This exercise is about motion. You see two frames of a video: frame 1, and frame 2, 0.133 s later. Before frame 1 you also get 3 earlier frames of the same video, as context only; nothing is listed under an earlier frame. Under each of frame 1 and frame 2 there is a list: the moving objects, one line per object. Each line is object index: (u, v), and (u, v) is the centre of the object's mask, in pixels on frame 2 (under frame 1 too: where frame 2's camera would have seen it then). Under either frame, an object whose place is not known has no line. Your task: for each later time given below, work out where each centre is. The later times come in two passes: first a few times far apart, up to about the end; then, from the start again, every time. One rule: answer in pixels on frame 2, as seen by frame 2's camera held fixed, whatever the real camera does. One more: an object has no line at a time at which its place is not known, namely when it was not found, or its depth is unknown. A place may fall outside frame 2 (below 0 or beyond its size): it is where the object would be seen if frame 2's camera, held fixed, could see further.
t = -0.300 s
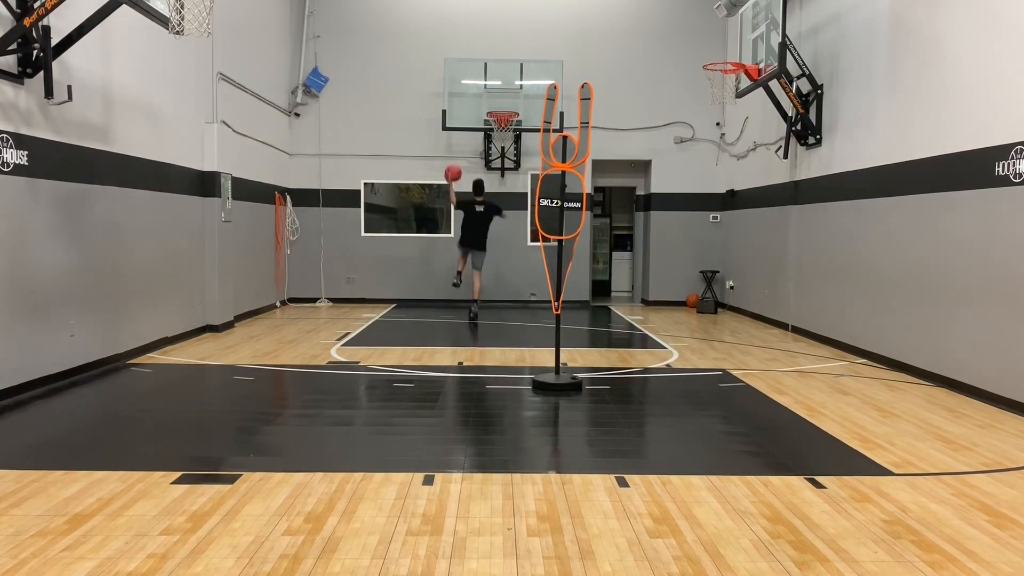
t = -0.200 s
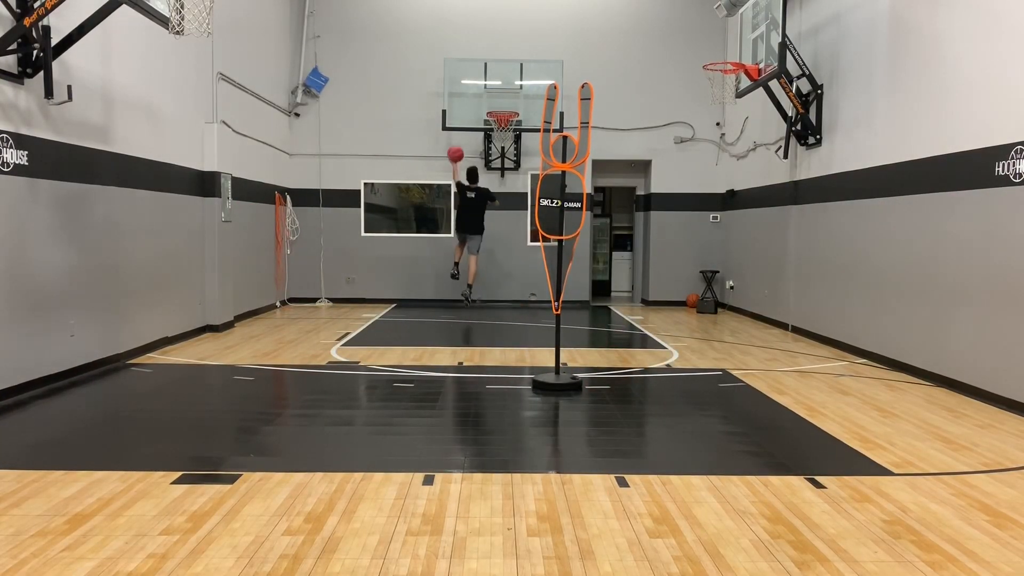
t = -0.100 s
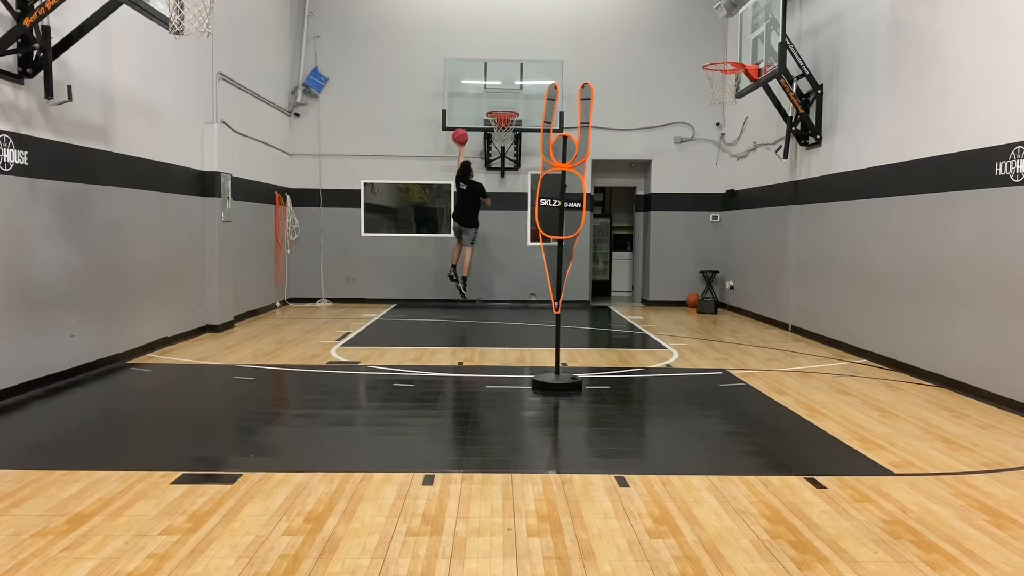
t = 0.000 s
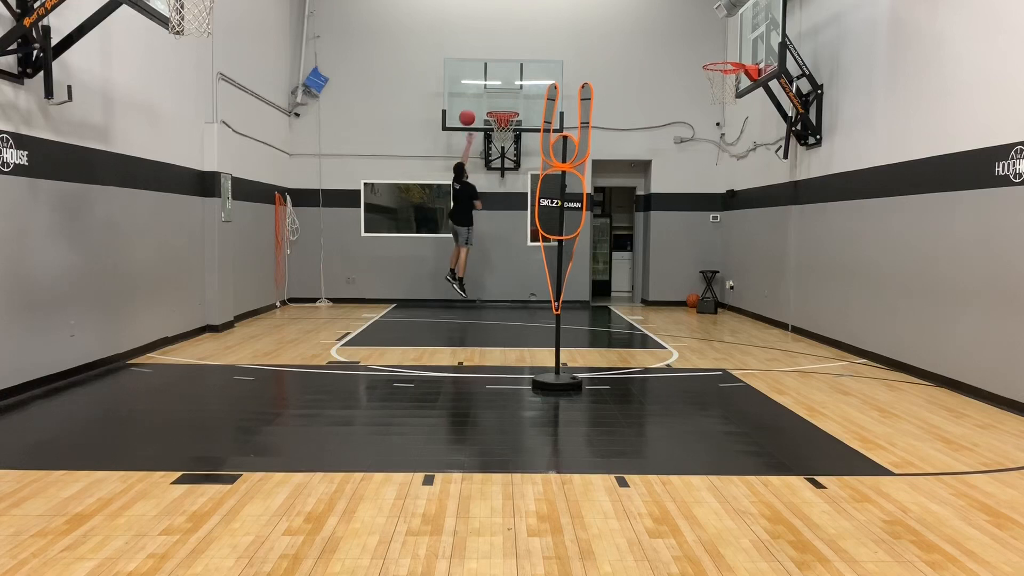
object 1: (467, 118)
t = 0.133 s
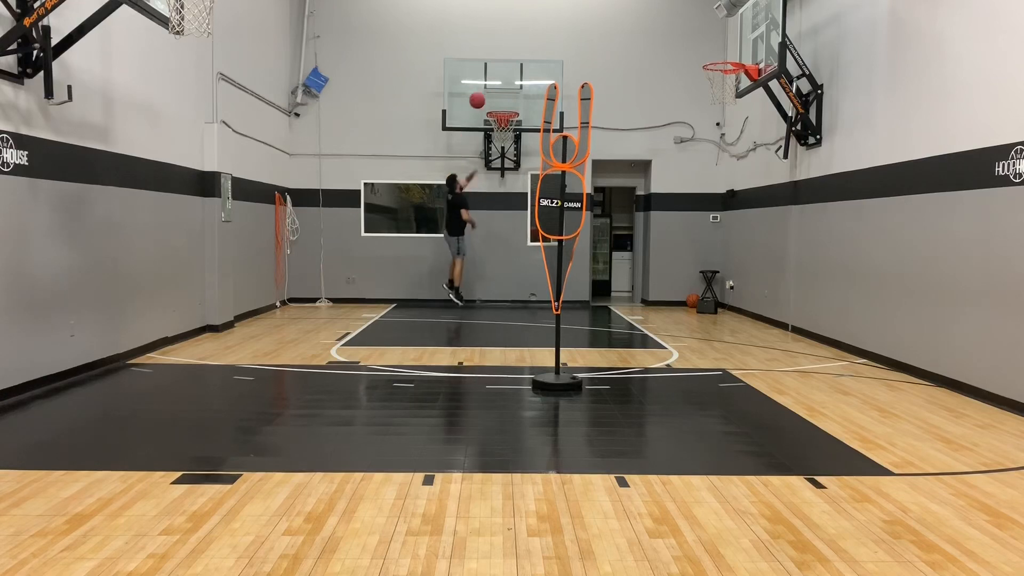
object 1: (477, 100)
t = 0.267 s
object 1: (487, 95)
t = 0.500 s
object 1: (501, 103)
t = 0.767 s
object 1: (505, 99)
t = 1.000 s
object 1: (506, 132)
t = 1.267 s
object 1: (506, 202)
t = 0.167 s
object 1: (479, 98)
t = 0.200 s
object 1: (482, 96)
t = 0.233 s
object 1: (484, 95)
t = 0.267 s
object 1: (487, 95)
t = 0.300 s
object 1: (489, 95)
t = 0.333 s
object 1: (491, 97)
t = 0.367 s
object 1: (494, 99)
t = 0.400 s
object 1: (496, 101)
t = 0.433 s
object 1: (498, 104)
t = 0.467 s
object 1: (500, 105)
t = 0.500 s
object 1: (501, 103)
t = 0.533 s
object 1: (502, 101)
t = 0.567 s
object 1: (502, 99)
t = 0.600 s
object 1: (503, 97)
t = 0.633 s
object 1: (503, 96)
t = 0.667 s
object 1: (503, 96)
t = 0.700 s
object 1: (504, 96)
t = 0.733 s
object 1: (504, 97)
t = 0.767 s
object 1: (505, 99)
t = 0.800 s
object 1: (505, 102)
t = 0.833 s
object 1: (505, 104)
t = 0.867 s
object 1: (506, 107)
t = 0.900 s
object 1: (505, 116)
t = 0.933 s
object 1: (505, 121)
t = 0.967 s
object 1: (506, 125)
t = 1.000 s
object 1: (506, 132)
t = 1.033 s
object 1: (507, 138)
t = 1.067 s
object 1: (507, 145)
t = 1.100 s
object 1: (506, 153)
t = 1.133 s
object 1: (507, 162)
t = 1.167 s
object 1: (506, 171)
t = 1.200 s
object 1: (506, 181)
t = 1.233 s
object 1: (506, 191)
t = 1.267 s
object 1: (506, 202)
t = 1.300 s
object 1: (505, 214)
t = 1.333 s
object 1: (505, 226)
